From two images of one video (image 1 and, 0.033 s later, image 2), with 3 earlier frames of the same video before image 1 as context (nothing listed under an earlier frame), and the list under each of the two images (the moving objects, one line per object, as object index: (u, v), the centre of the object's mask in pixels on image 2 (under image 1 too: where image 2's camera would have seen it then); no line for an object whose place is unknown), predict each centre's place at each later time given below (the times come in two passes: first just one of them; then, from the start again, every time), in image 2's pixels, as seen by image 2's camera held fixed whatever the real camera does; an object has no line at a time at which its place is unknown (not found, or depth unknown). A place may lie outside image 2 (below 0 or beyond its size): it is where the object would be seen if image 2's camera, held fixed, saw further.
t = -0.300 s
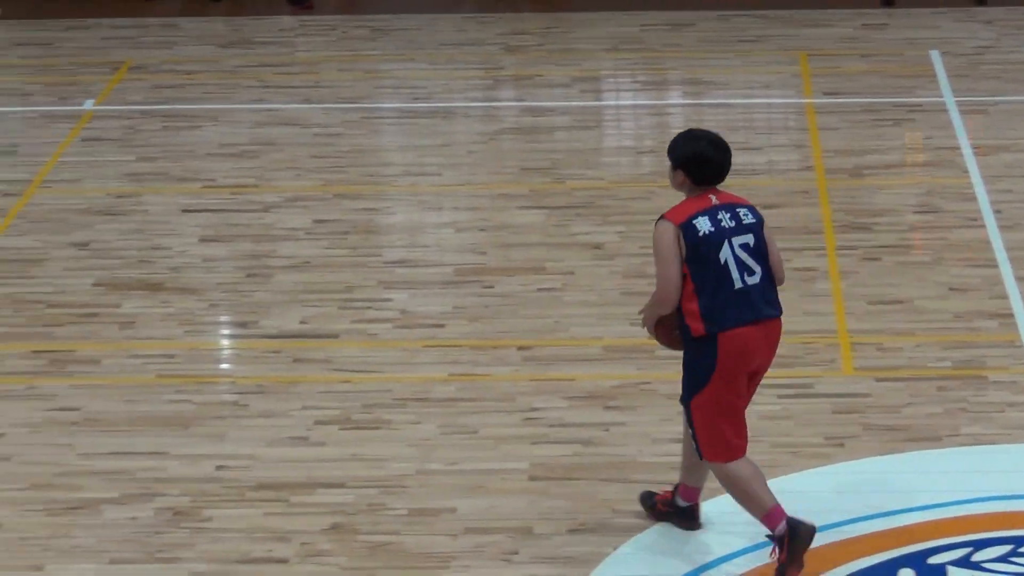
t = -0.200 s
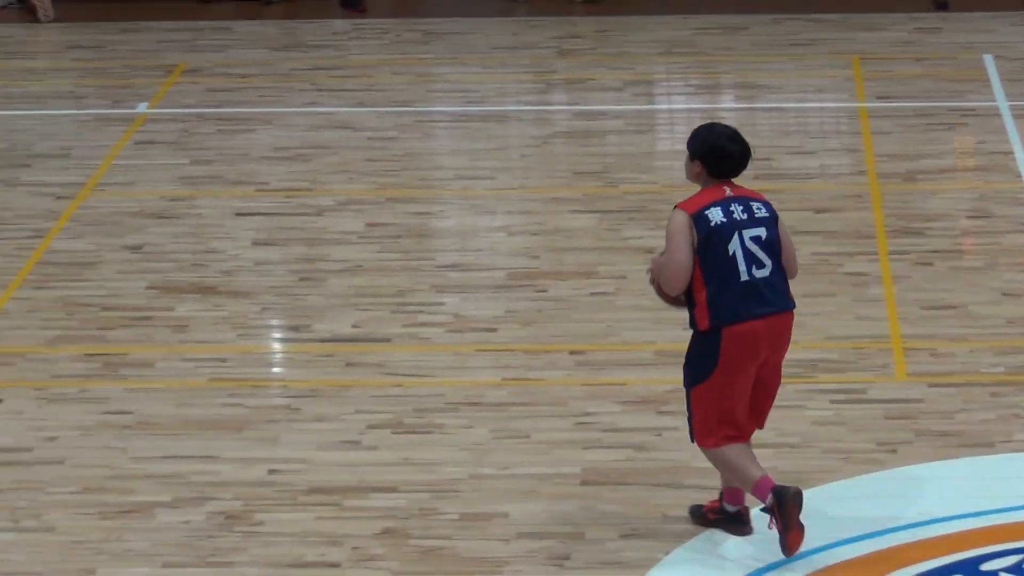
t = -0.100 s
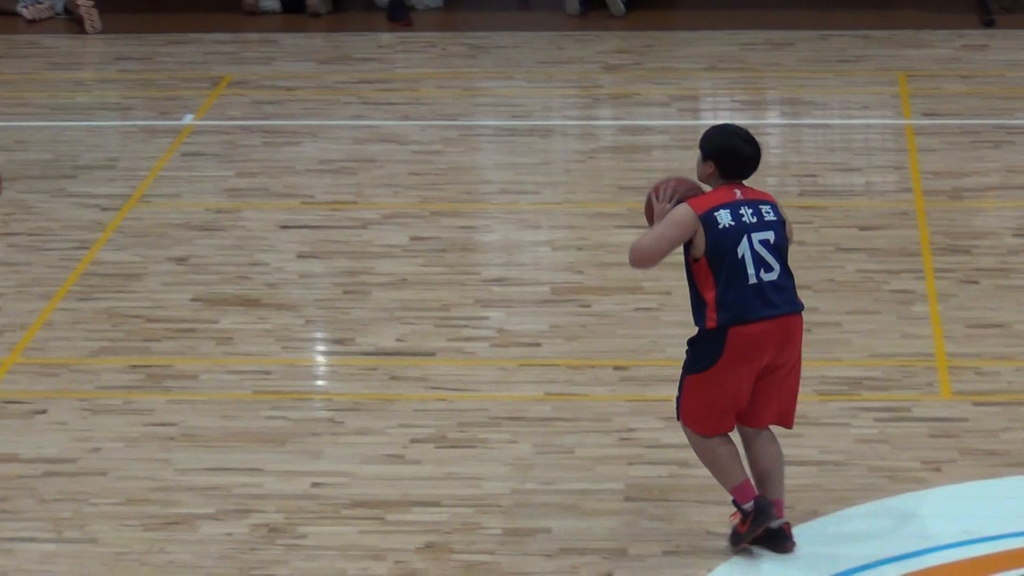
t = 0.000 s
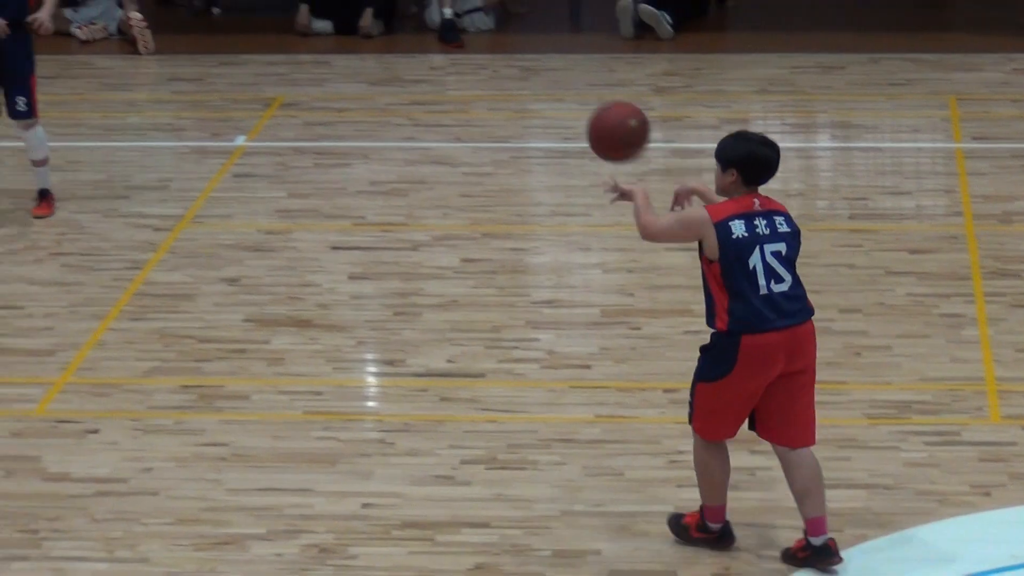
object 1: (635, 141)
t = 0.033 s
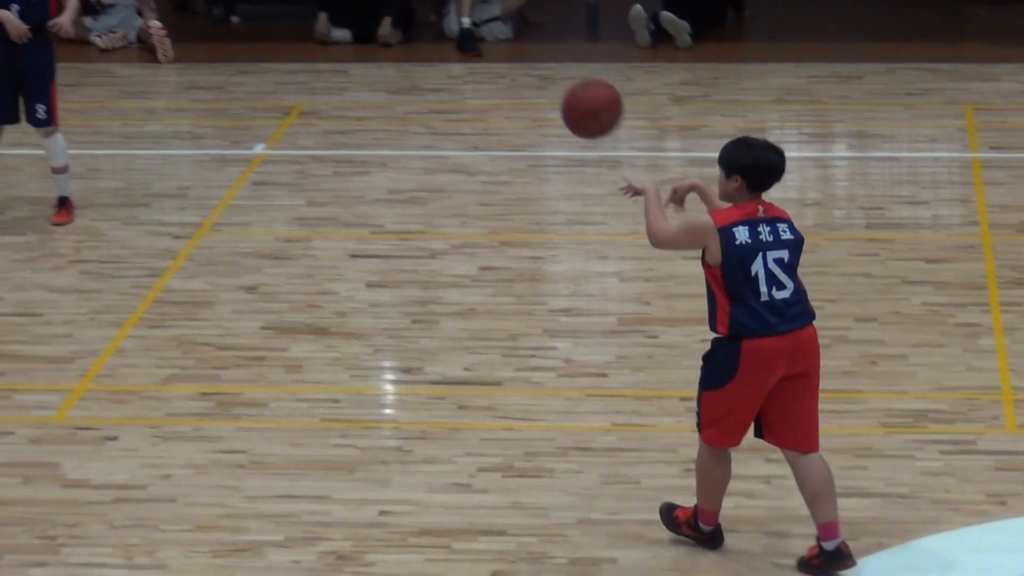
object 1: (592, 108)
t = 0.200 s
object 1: (400, -1)
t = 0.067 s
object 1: (550, 79)
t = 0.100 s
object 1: (510, 54)
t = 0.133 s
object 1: (472, 33)
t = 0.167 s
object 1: (435, 15)
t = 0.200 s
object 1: (400, -1)
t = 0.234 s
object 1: (365, -14)
